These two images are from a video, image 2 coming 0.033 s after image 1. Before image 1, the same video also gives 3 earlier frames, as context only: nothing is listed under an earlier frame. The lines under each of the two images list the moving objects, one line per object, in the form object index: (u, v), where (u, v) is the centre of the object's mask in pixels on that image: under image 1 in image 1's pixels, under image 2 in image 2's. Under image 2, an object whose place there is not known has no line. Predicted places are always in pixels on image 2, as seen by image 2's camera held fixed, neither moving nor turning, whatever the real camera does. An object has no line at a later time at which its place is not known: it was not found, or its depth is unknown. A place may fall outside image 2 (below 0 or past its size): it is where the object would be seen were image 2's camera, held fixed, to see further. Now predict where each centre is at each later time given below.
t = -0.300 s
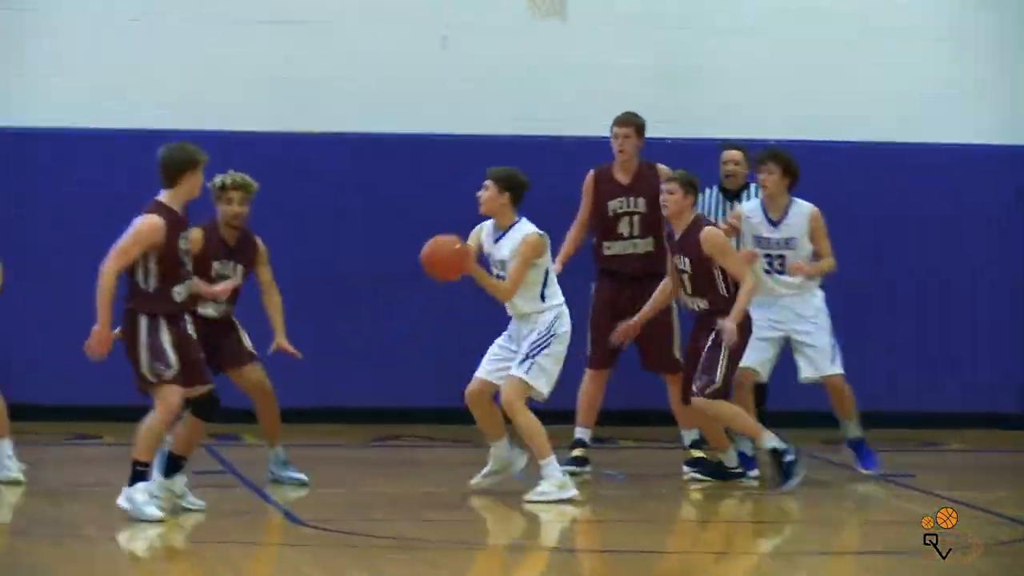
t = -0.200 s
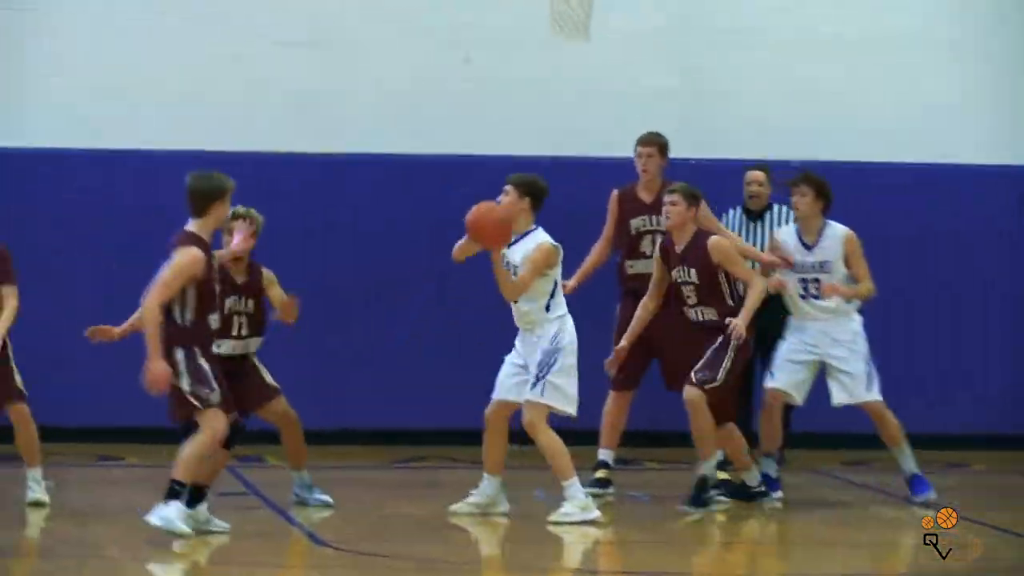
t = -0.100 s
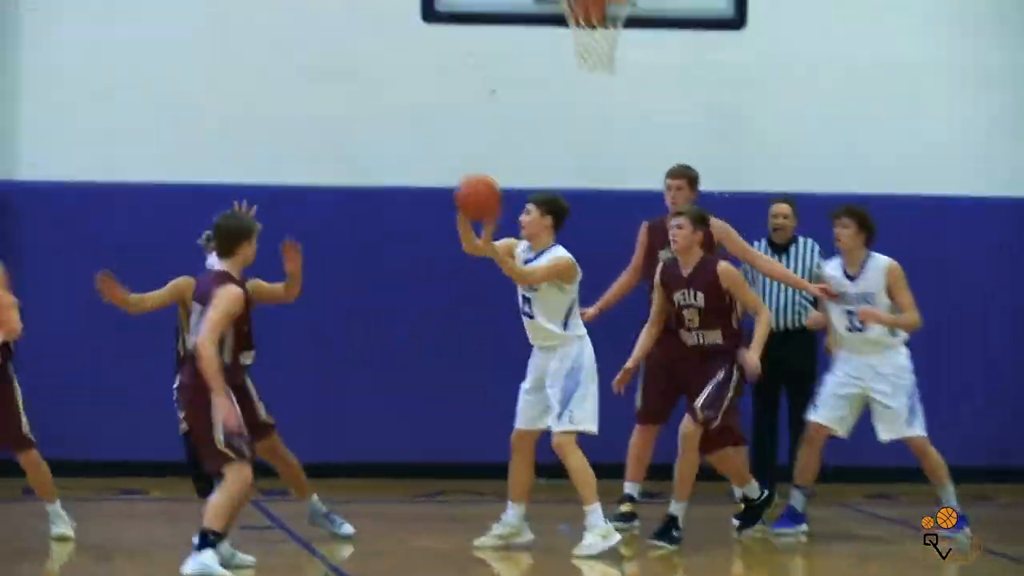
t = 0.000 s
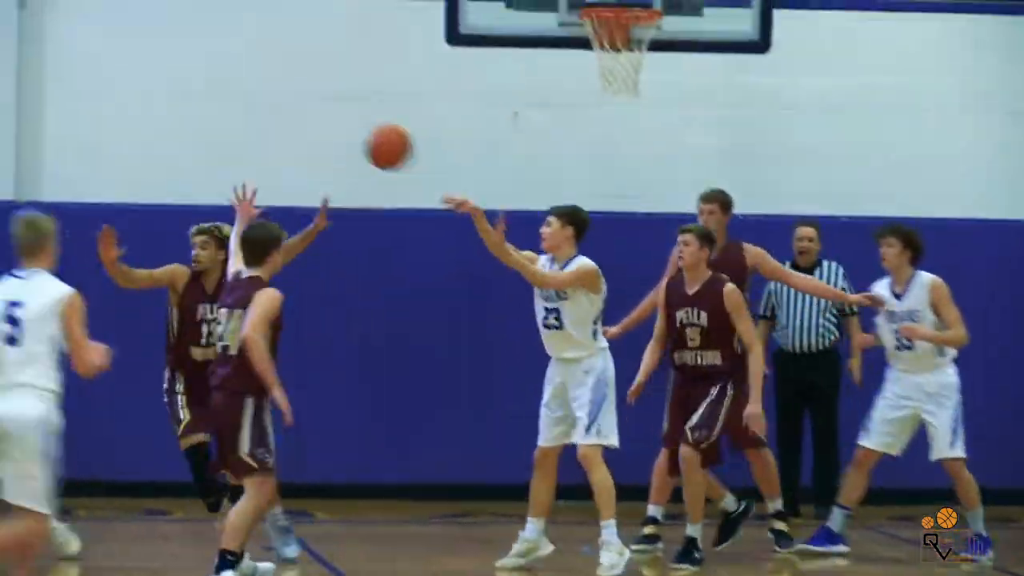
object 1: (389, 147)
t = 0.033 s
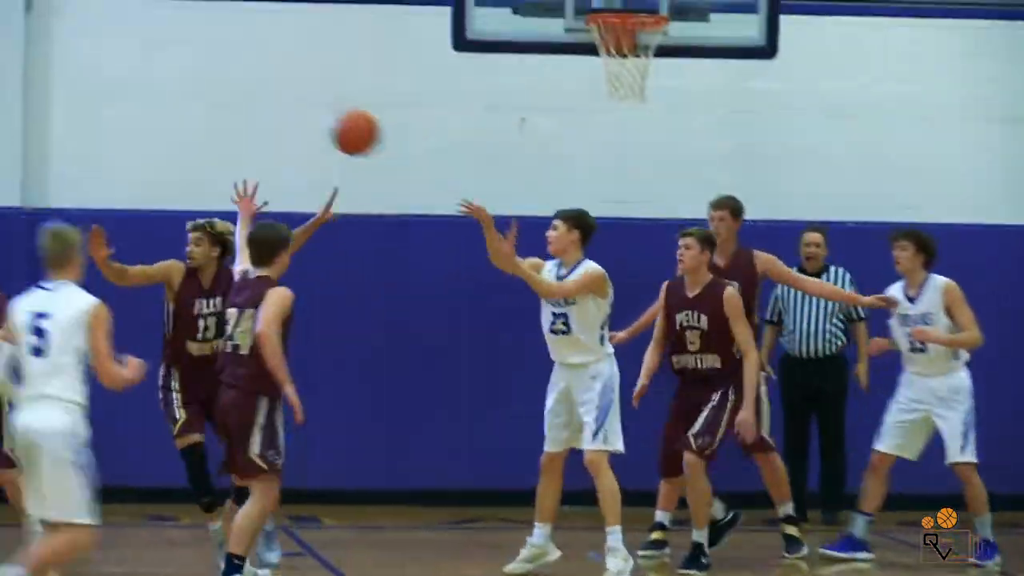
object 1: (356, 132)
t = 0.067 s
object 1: (315, 114)
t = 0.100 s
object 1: (274, 98)
